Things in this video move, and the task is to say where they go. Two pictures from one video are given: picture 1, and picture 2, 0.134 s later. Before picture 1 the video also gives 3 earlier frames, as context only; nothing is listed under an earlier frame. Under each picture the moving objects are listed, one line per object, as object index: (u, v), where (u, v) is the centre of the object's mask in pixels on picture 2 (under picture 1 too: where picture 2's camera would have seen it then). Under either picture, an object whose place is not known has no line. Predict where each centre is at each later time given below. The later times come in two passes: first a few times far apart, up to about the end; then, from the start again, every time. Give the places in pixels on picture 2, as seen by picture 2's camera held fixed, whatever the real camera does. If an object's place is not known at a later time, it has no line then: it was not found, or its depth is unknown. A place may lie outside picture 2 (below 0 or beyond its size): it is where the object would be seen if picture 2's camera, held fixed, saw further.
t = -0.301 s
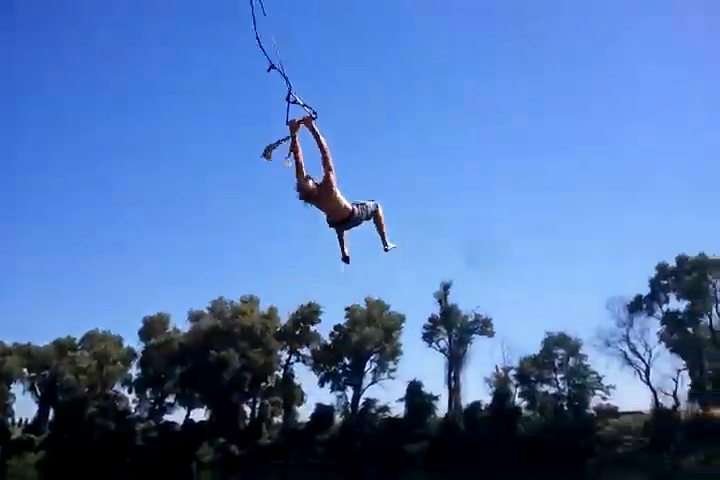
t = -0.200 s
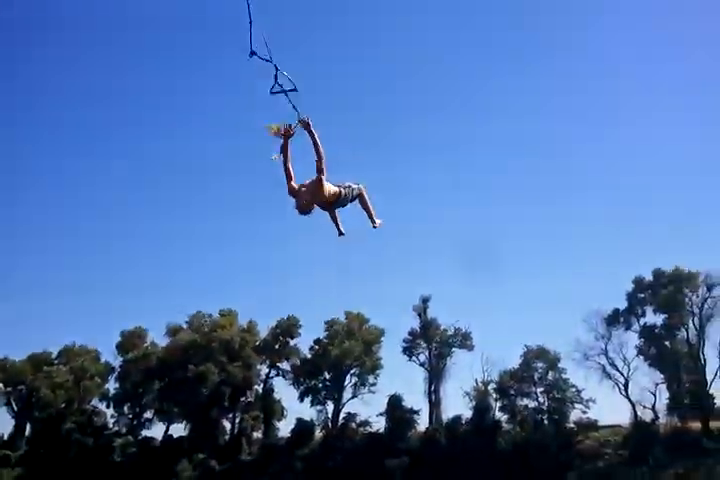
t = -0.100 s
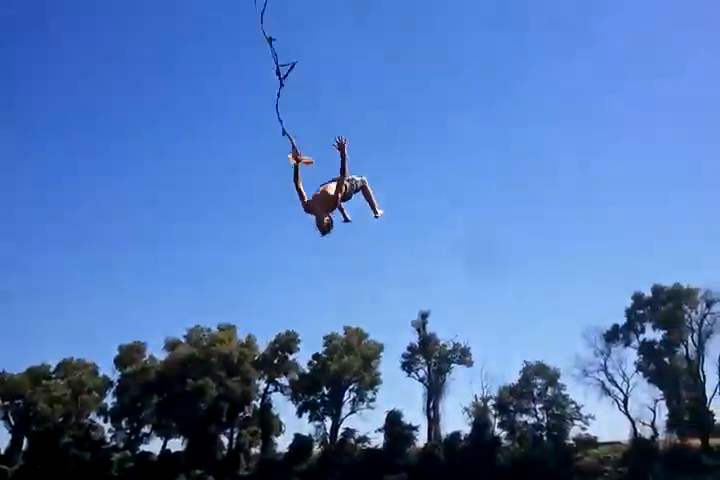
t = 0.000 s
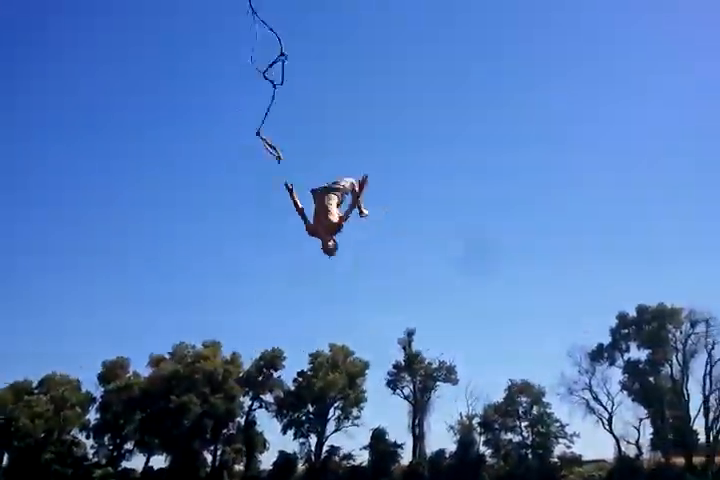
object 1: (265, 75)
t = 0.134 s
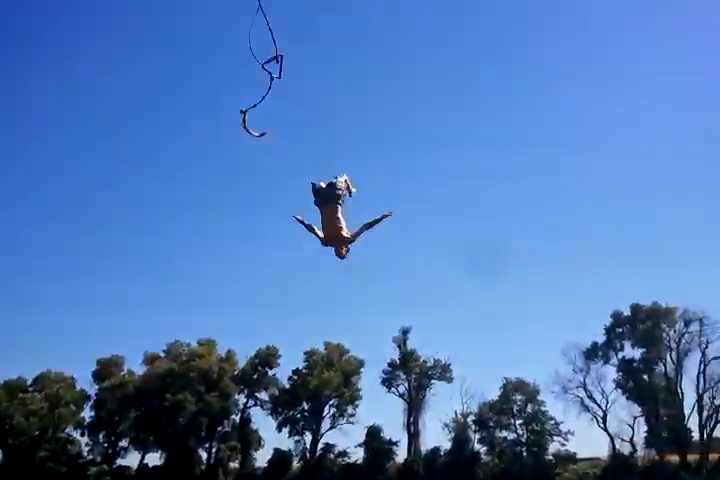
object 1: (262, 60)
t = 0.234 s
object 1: (273, 85)
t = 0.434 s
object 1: (235, 107)
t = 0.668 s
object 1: (229, 125)
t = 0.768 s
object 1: (235, 130)
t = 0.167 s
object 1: (269, 72)
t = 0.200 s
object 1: (271, 72)
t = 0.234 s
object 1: (273, 85)
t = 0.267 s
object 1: (267, 88)
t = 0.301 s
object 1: (258, 93)
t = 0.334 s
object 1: (253, 94)
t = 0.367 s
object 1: (248, 95)
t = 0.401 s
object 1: (241, 100)
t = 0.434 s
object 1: (235, 107)
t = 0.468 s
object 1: (229, 113)
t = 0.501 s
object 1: (224, 117)
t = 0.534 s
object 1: (222, 119)
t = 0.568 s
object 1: (224, 119)
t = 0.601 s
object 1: (226, 120)
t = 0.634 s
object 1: (228, 123)
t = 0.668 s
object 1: (229, 125)
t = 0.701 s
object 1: (231, 126)
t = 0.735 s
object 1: (234, 126)
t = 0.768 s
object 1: (235, 130)
